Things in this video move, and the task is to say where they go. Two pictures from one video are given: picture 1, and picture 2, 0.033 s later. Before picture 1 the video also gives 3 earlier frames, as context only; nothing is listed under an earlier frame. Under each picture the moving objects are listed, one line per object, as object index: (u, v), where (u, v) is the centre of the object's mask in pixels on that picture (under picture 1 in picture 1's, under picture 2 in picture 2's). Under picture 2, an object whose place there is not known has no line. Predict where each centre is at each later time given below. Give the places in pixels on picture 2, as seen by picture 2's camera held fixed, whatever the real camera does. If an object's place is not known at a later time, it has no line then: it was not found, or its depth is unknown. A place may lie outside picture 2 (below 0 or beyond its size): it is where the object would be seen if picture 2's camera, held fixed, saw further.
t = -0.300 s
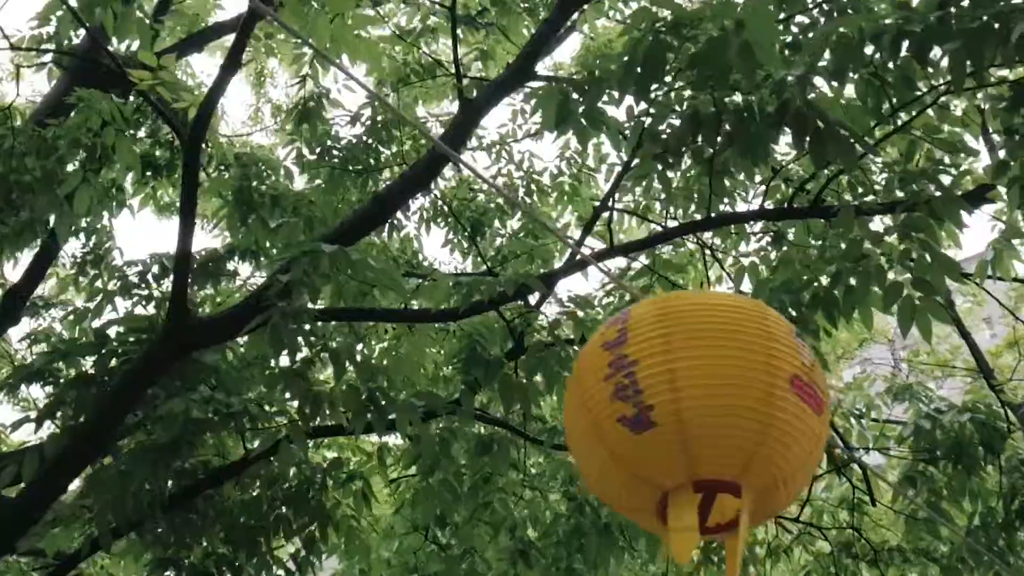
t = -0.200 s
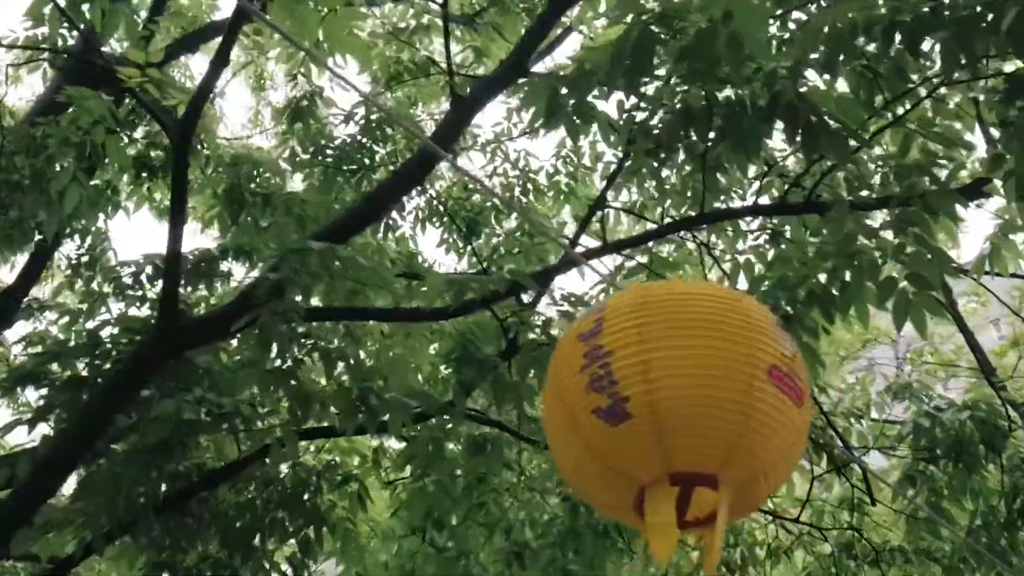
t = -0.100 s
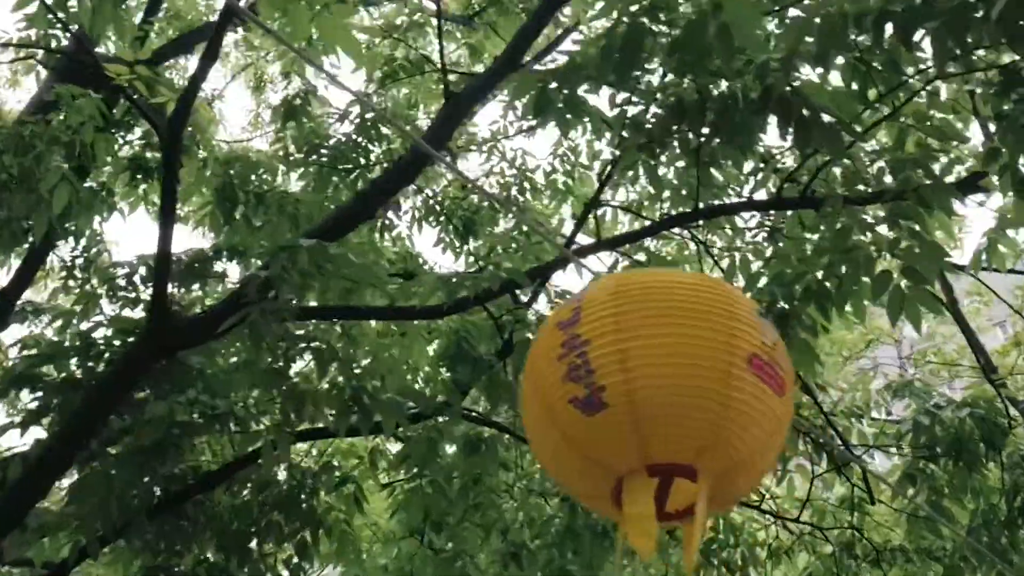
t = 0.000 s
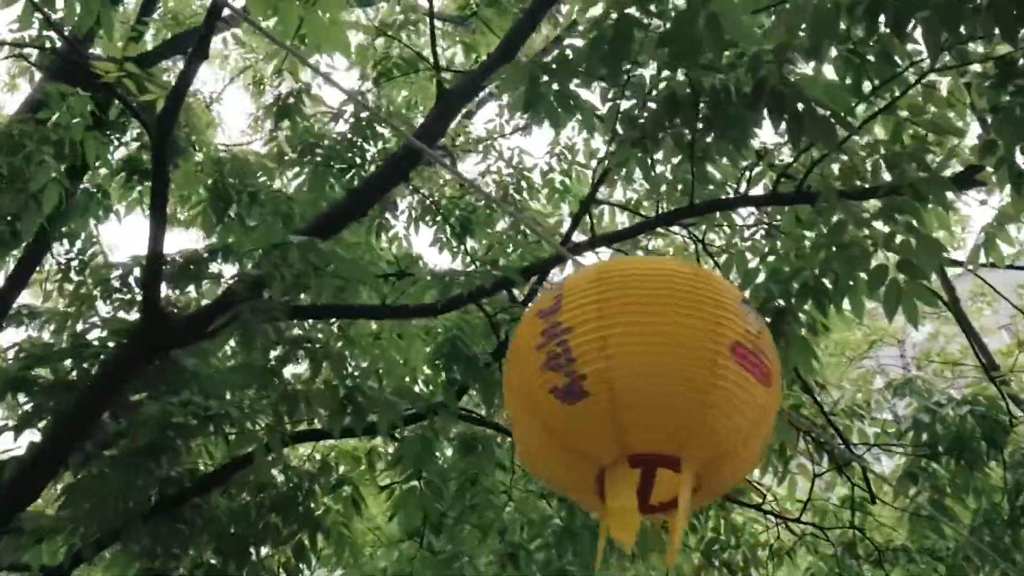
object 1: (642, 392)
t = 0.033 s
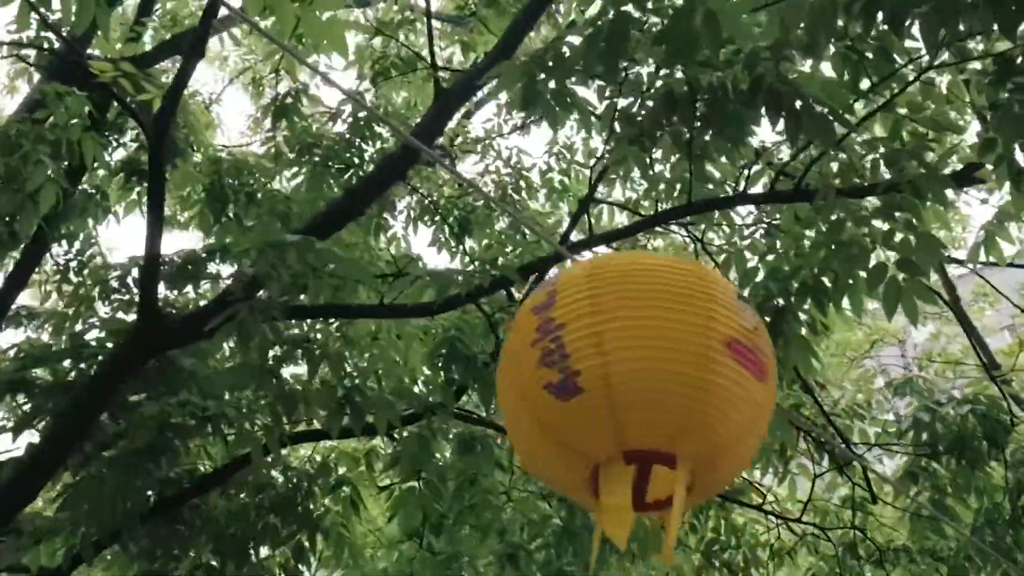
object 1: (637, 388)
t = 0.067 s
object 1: (636, 387)
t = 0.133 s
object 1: (633, 384)
